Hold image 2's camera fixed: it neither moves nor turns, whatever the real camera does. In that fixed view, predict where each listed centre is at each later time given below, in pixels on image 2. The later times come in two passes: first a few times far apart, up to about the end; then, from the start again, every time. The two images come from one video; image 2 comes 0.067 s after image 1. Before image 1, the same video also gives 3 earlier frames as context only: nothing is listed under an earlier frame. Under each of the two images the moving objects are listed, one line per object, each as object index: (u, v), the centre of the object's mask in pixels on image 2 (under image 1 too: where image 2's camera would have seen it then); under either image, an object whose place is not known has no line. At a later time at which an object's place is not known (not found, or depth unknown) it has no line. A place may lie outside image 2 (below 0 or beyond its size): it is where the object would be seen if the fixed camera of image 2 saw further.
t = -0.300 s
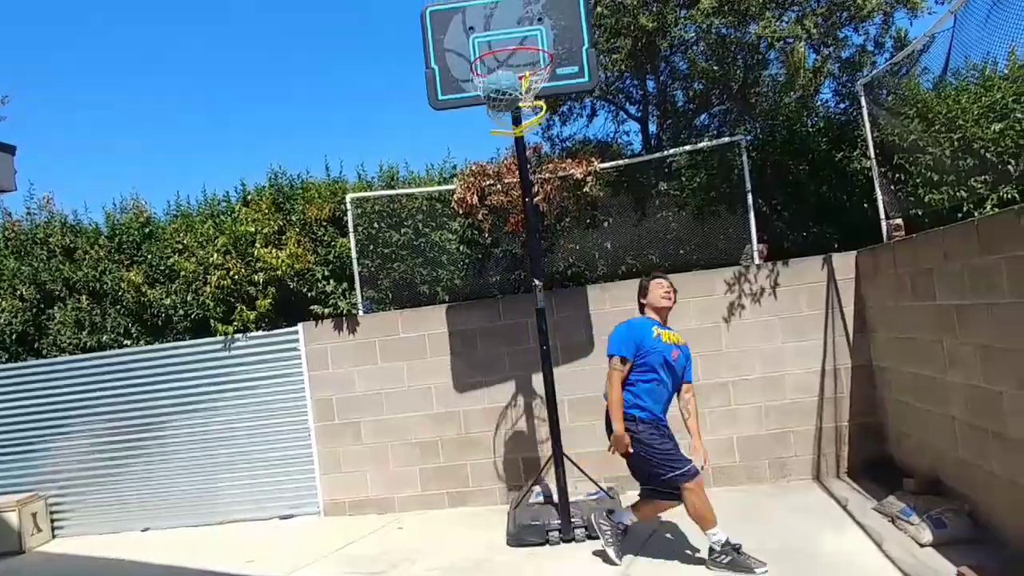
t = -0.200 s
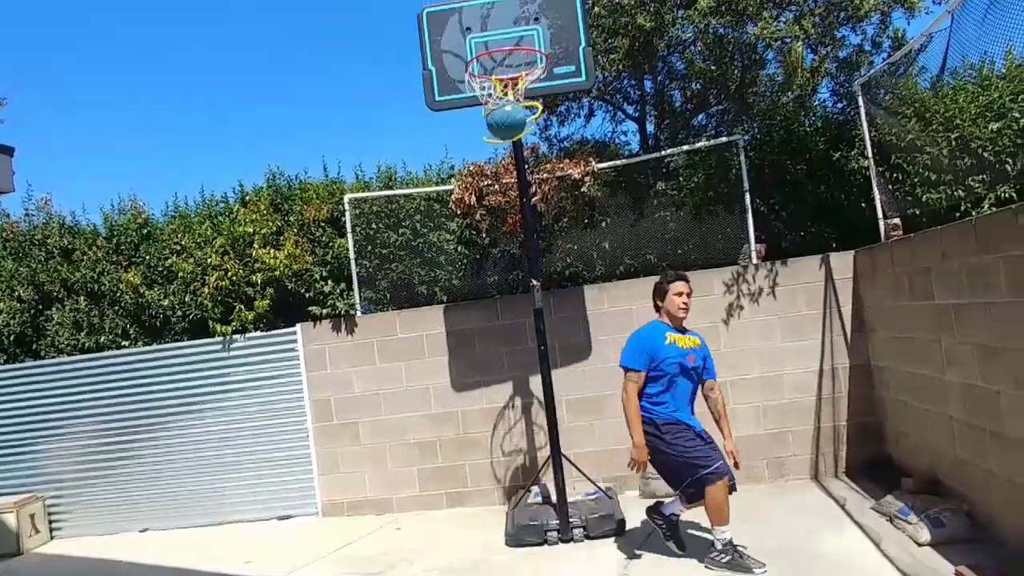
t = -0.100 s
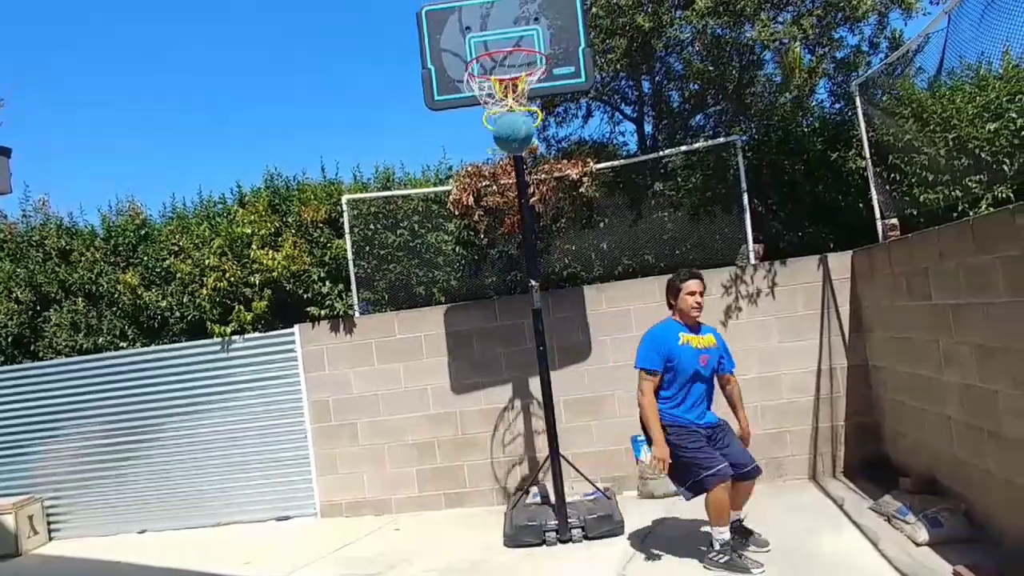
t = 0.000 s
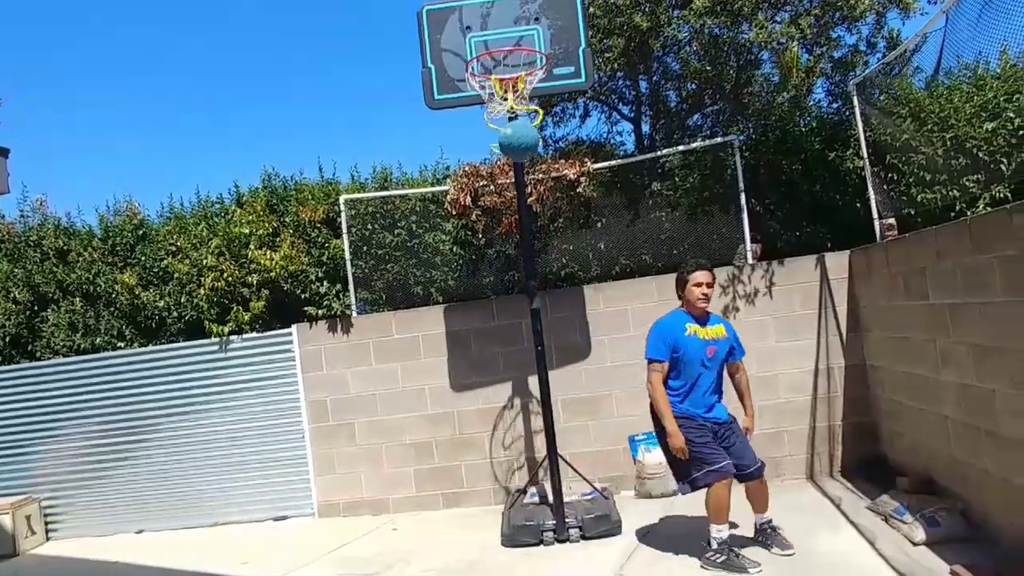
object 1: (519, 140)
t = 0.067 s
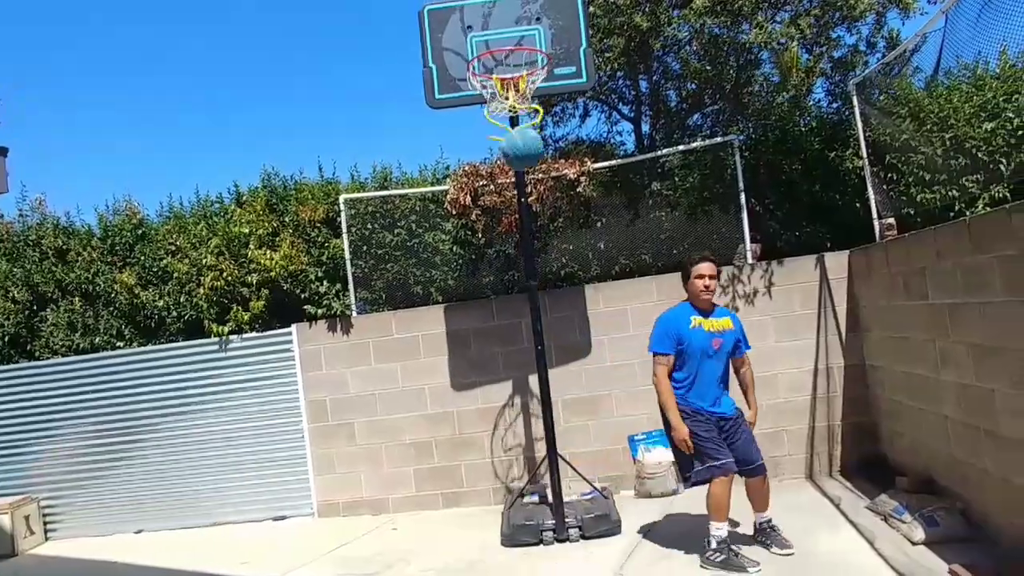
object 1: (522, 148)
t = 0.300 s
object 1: (541, 242)
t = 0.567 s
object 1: (584, 506)
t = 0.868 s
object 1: (589, 380)
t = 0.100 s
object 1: (524, 155)
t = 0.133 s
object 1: (527, 164)
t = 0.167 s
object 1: (529, 175)
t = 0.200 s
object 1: (532, 189)
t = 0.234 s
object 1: (535, 205)
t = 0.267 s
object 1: (538, 222)
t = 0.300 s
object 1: (541, 242)
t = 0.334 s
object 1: (545, 265)
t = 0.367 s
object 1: (549, 289)
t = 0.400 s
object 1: (554, 319)
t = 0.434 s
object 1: (560, 351)
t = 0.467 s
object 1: (565, 385)
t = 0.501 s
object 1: (571, 423)
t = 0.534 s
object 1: (577, 463)
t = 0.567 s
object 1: (584, 506)
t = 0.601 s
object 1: (590, 554)
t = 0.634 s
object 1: (594, 570)
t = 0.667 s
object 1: (594, 546)
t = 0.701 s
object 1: (594, 515)
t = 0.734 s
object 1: (591, 484)
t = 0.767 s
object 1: (590, 456)
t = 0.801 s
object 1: (589, 429)
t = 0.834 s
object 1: (589, 403)
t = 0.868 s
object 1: (589, 380)
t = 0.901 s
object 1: (589, 357)
